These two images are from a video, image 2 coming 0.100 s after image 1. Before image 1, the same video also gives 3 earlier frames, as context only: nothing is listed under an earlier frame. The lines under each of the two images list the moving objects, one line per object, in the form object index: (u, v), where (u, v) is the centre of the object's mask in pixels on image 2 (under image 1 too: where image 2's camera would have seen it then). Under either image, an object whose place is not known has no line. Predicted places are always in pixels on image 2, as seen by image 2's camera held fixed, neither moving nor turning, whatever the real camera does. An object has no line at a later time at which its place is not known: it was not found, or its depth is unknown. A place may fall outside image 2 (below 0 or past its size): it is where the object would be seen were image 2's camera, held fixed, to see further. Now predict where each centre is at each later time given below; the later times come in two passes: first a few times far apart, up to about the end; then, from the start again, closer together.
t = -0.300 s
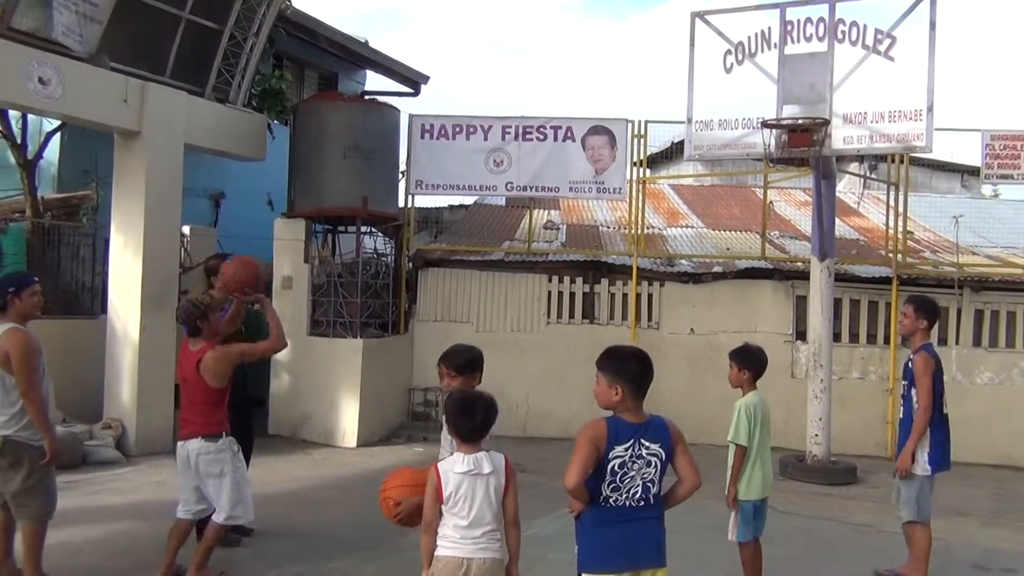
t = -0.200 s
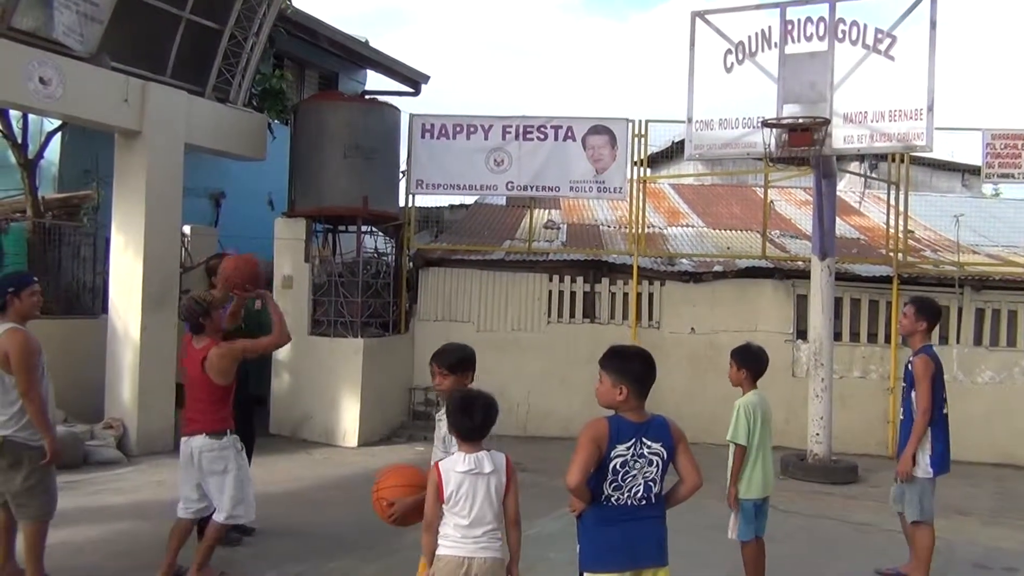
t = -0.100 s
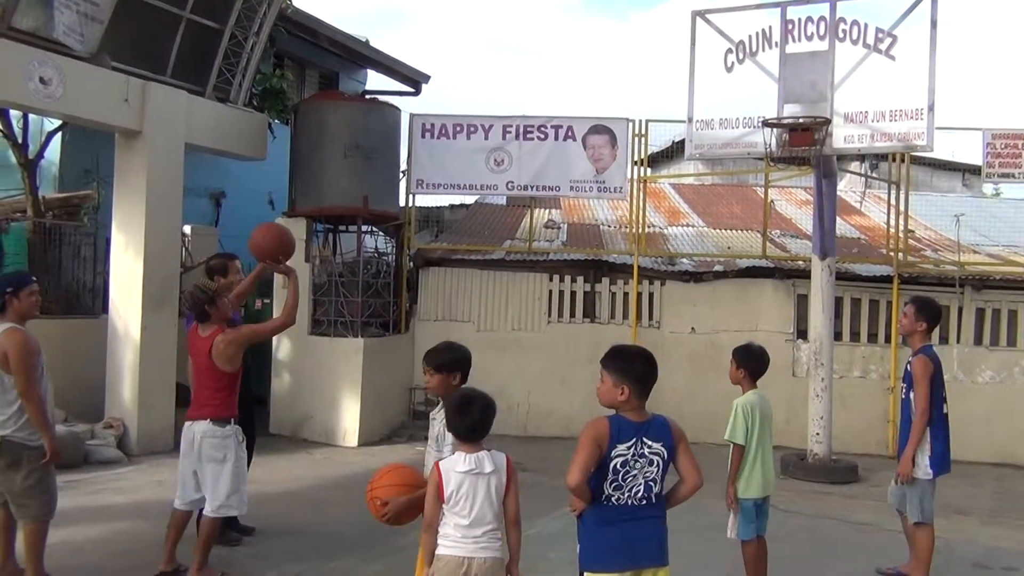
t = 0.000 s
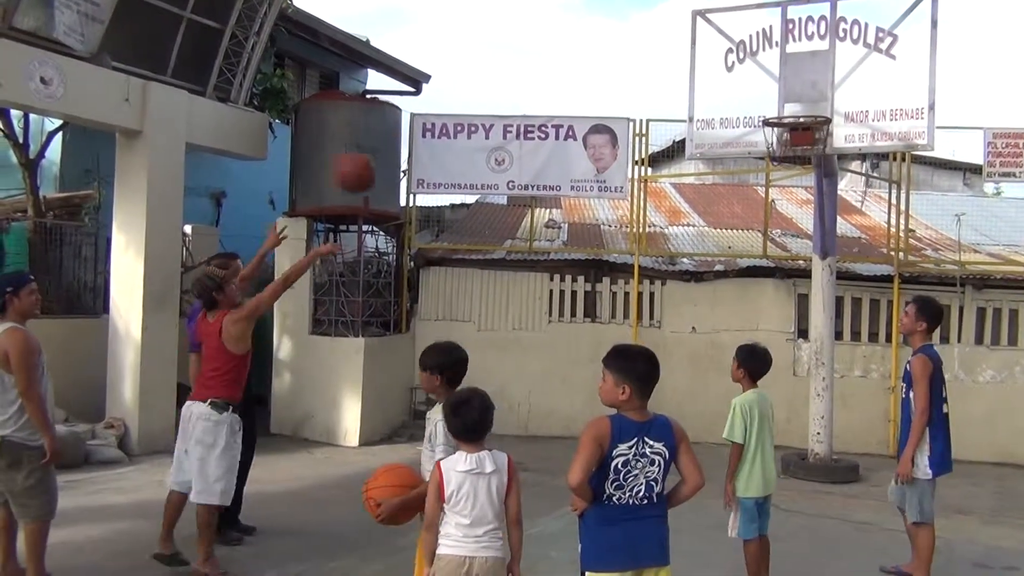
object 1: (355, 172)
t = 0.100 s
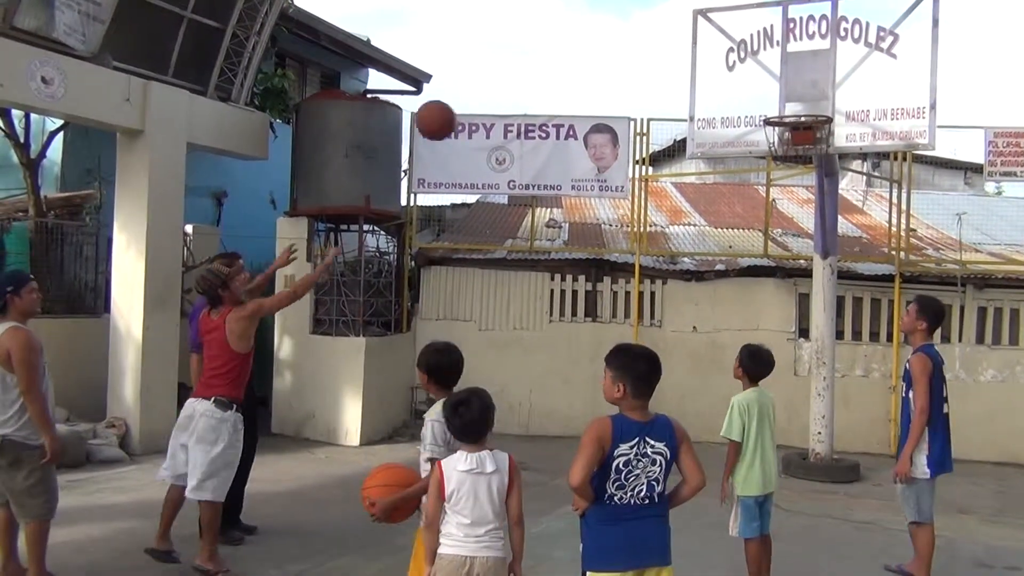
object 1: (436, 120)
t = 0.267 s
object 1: (553, 77)
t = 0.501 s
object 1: (692, 92)
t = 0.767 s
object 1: (804, 164)
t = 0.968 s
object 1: (854, 240)
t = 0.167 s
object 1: (485, 97)
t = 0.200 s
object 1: (508, 88)
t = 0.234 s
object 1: (531, 81)
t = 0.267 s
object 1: (553, 77)
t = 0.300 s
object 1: (575, 74)
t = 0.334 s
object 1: (596, 73)
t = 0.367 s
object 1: (616, 73)
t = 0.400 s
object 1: (636, 76)
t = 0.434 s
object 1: (655, 80)
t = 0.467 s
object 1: (674, 85)
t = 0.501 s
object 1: (692, 92)
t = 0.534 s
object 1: (709, 100)
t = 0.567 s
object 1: (727, 110)
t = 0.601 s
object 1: (744, 121)
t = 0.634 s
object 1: (760, 133)
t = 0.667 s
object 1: (775, 145)
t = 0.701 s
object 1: (786, 151)
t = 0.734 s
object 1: (795, 156)
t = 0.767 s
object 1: (804, 164)
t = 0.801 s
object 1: (812, 174)
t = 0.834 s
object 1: (820, 186)
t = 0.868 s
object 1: (830, 197)
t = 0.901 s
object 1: (839, 211)
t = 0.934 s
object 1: (847, 224)
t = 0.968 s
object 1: (854, 240)
